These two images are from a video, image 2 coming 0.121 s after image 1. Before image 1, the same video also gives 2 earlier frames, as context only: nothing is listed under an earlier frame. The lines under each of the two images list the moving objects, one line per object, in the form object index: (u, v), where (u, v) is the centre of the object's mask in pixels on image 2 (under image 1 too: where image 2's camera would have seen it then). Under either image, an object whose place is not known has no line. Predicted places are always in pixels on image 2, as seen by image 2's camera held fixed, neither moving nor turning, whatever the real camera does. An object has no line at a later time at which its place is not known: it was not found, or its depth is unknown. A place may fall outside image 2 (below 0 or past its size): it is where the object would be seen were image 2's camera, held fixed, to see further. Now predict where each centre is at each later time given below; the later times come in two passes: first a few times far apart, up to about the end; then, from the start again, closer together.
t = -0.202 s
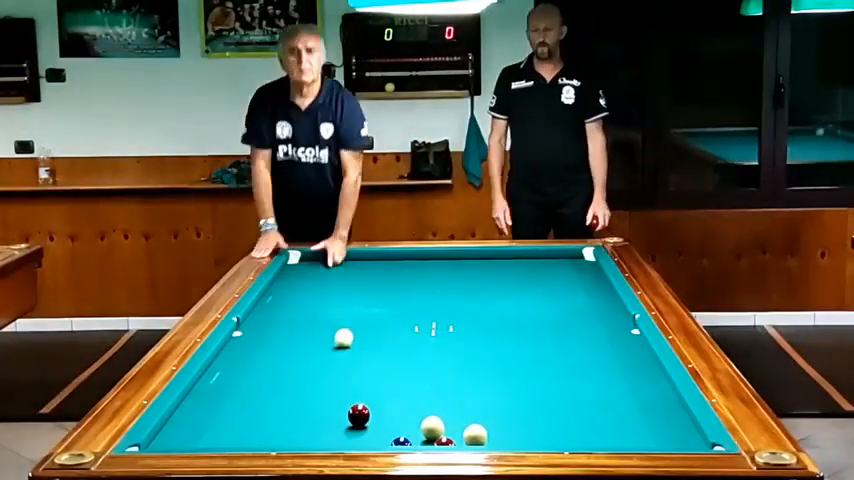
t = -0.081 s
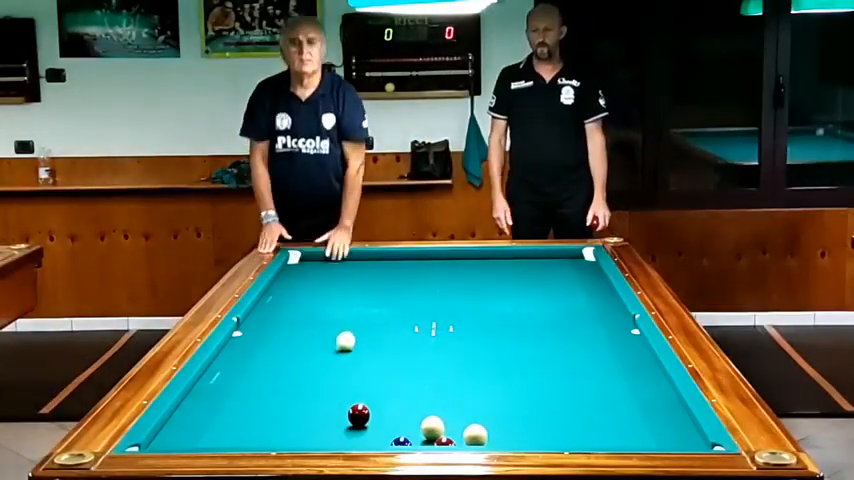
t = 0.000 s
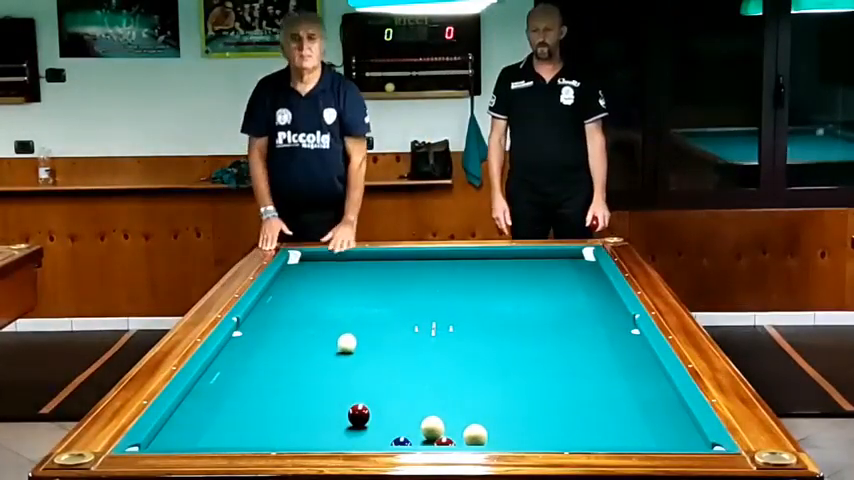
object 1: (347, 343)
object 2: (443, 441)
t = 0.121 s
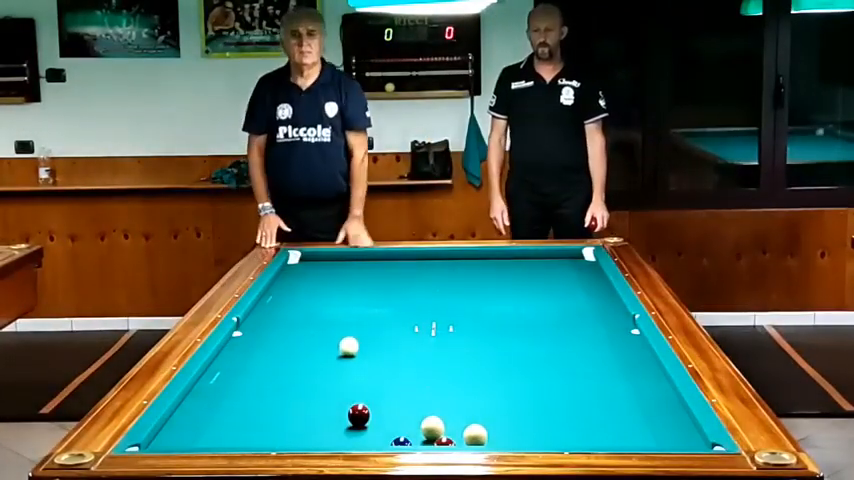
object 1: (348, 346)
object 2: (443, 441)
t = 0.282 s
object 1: (351, 350)
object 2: (443, 441)
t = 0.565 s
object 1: (355, 357)
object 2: (443, 441)
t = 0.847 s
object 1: (360, 365)
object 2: (443, 441)
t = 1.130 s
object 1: (365, 373)
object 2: (443, 441)
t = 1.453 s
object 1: (371, 382)
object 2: (443, 442)
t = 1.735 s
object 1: (376, 389)
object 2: (443, 442)
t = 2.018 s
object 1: (381, 397)
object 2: (443, 442)
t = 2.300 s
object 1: (386, 405)
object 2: (443, 442)
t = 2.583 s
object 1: (391, 413)
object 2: (443, 442)
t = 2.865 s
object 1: (396, 421)
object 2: (443, 442)
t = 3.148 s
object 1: (402, 428)
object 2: (443, 442)
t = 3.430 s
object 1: (407, 432)
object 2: (443, 442)
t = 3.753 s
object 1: (417, 438)
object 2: (443, 442)
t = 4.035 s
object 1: (424, 439)
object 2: (445, 442)
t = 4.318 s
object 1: (425, 440)
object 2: (452, 443)
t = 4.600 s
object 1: (425, 440)
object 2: (455, 444)
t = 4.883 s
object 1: (425, 440)
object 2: (458, 443)
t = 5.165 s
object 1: (425, 440)
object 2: (460, 443)
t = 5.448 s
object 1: (425, 440)
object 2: (461, 442)
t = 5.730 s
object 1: (425, 440)
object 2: (462, 442)
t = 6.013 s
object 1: (425, 440)
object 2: (462, 442)
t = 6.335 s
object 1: (425, 440)
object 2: (462, 442)
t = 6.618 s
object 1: (425, 440)
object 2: (461, 442)
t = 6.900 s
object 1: (425, 440)
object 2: (461, 442)
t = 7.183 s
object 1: (425, 440)
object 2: (461, 442)
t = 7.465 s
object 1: (425, 440)
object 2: (462, 442)
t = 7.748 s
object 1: (426, 440)
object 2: (462, 442)
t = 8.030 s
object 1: (426, 440)
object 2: (462, 442)
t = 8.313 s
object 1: (425, 440)
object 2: (462, 442)
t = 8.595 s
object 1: (425, 440)
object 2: (461, 442)
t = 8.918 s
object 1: (425, 440)
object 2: (461, 442)
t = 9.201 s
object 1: (425, 440)
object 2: (462, 442)
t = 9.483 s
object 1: (425, 441)
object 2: (461, 442)
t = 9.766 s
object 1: (425, 440)
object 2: (461, 442)
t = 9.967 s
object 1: (425, 441)
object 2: (462, 442)
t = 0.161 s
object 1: (349, 347)
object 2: (443, 441)
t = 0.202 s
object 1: (350, 348)
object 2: (443, 441)
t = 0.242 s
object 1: (350, 349)
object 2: (443, 441)
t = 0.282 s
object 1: (351, 350)
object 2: (443, 441)
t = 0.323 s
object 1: (352, 351)
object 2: (443, 441)
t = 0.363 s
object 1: (352, 352)
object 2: (443, 441)
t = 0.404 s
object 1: (353, 353)
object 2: (443, 441)
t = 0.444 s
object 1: (353, 354)
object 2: (443, 441)
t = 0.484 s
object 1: (354, 355)
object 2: (443, 441)
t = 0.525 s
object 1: (355, 356)
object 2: (443, 441)
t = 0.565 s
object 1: (355, 357)
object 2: (443, 441)
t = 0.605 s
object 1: (356, 358)
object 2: (443, 441)
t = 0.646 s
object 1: (357, 360)
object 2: (443, 441)
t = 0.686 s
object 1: (357, 361)
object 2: (443, 442)
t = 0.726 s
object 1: (358, 362)
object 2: (443, 441)
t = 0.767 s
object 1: (359, 363)
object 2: (443, 441)
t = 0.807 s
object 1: (359, 364)
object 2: (443, 441)
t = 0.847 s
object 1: (360, 365)
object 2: (443, 441)
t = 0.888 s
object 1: (361, 366)
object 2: (443, 441)
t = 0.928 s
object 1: (362, 367)
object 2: (443, 442)
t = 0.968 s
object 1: (363, 368)
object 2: (443, 441)
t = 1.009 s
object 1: (363, 370)
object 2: (443, 442)
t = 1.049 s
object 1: (364, 371)
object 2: (443, 441)
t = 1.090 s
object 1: (365, 372)
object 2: (443, 441)
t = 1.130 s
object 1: (365, 373)
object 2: (443, 441)
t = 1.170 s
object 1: (366, 374)
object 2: (443, 441)
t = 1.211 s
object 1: (367, 375)
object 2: (443, 442)
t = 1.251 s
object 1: (367, 376)
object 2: (443, 442)
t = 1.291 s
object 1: (368, 377)
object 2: (443, 442)
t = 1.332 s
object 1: (369, 379)
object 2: (443, 442)
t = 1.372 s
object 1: (370, 379)
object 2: (443, 442)
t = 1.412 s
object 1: (370, 381)
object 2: (443, 442)
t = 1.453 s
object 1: (371, 382)
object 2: (443, 442)
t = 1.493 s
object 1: (372, 383)
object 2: (443, 442)
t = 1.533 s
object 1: (372, 384)
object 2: (443, 442)
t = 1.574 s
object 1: (373, 385)
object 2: (443, 442)
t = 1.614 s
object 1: (374, 386)
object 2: (443, 442)
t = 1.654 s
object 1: (374, 387)
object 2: (443, 442)
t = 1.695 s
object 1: (375, 388)
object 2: (443, 442)
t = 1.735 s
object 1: (376, 389)
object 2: (443, 442)
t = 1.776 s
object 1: (377, 391)
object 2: (443, 442)
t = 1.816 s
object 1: (377, 392)
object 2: (443, 442)
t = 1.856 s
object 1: (378, 393)
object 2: (443, 442)
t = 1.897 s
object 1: (379, 394)
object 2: (443, 441)
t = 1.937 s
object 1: (379, 395)
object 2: (443, 441)
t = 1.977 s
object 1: (380, 396)
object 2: (443, 441)
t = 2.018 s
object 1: (381, 397)
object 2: (443, 442)
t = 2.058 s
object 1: (382, 399)
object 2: (443, 442)
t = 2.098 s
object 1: (382, 400)
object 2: (443, 442)
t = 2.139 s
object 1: (383, 401)
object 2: (443, 442)
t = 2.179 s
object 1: (384, 402)
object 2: (443, 442)
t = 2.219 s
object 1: (384, 403)
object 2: (443, 442)
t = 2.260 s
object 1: (385, 404)
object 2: (443, 442)
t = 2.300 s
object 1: (386, 405)
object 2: (443, 442)
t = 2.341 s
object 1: (386, 406)
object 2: (443, 442)
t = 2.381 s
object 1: (387, 408)
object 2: (443, 442)
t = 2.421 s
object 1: (388, 409)
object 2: (443, 442)
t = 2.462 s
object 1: (389, 410)
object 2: (443, 442)
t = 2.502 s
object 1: (389, 411)
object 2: (443, 442)
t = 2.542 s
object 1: (390, 412)
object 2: (443, 442)
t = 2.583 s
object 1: (391, 413)
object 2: (443, 442)
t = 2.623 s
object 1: (392, 414)
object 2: (443, 442)
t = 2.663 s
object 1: (392, 416)
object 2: (443, 442)
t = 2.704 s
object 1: (393, 417)
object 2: (443, 442)
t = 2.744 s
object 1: (394, 418)
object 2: (443, 442)
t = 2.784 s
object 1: (395, 419)
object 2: (443, 442)
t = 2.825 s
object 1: (396, 420)
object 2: (443, 442)
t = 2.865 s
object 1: (396, 421)
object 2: (443, 442)
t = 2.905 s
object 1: (397, 422)
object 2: (443, 442)
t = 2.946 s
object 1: (398, 423)
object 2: (443, 442)
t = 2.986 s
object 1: (398, 424)
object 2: (443, 442)
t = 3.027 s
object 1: (399, 425)
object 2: (443, 442)
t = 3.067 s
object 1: (400, 426)
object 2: (443, 442)
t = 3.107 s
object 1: (401, 427)
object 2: (443, 442)
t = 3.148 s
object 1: (402, 428)
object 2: (443, 442)
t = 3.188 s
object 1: (402, 428)
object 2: (443, 442)
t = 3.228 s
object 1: (403, 429)
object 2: (443, 442)
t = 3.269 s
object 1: (404, 429)
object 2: (443, 442)
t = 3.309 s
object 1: (405, 430)
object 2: (443, 442)
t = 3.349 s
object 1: (406, 431)
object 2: (443, 441)
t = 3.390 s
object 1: (406, 431)
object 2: (443, 441)
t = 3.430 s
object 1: (407, 432)
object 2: (443, 442)
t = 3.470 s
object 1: (409, 433)
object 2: (443, 441)
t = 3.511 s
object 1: (410, 434)
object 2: (443, 441)
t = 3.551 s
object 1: (411, 435)
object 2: (443, 441)
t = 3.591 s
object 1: (412, 436)
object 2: (443, 442)
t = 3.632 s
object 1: (413, 436)
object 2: (443, 442)
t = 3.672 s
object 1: (415, 437)
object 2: (443, 442)
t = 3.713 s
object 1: (415, 437)
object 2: (443, 442)
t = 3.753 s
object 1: (417, 438)
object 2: (443, 442)
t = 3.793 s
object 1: (419, 438)
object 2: (443, 442)
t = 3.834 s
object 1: (420, 438)
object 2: (443, 442)
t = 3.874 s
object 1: (421, 439)
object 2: (443, 441)
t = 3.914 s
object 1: (422, 439)
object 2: (443, 441)
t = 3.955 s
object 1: (423, 439)
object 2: (444, 442)
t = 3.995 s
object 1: (424, 439)
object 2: (444, 442)
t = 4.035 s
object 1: (424, 439)
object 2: (445, 442)
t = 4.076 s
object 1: (424, 440)
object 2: (446, 442)
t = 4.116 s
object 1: (424, 440)
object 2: (446, 442)
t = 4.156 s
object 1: (425, 440)
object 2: (447, 442)
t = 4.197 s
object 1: (424, 440)
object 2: (447, 442)
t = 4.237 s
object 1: (425, 440)
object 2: (450, 443)
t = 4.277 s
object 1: (425, 440)
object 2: (451, 443)
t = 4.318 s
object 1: (425, 440)
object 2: (452, 443)
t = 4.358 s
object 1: (425, 440)
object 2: (452, 443)
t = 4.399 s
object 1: (425, 440)
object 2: (453, 444)
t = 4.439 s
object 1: (425, 440)
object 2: (454, 443)
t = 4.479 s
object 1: (425, 440)
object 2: (454, 444)
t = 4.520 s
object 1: (425, 440)
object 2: (455, 443)
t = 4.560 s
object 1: (425, 440)
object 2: (455, 443)
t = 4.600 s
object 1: (425, 440)
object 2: (455, 444)
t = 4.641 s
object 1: (425, 440)
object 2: (456, 443)
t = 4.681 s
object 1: (425, 440)
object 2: (457, 443)
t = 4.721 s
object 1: (425, 440)
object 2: (457, 443)
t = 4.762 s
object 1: (425, 440)
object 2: (458, 443)
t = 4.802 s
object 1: (425, 440)
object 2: (458, 443)
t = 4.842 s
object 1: (425, 440)
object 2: (458, 443)
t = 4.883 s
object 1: (425, 440)
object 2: (458, 443)
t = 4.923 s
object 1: (425, 440)
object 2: (459, 443)
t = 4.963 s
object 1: (425, 441)
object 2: (459, 443)
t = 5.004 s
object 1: (425, 441)
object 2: (459, 443)
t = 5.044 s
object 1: (425, 440)
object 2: (460, 443)
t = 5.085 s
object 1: (425, 440)
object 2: (460, 443)
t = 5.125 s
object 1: (425, 440)
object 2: (460, 442)
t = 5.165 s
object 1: (425, 440)
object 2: (460, 443)
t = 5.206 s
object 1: (425, 440)
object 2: (461, 442)
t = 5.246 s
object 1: (425, 440)
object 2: (461, 442)
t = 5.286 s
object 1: (425, 440)
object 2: (461, 442)
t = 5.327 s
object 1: (425, 440)
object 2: (461, 442)
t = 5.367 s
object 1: (425, 440)
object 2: (461, 442)
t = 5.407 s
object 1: (425, 440)
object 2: (461, 442)
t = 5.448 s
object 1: (425, 440)
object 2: (461, 442)
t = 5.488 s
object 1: (425, 440)
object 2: (461, 442)
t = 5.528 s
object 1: (425, 440)
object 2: (461, 442)
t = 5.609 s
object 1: (425, 440)
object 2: (461, 442)
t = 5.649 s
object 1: (425, 440)
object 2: (462, 442)
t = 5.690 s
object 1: (425, 440)
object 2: (462, 442)
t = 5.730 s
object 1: (425, 440)
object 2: (462, 442)
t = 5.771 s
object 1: (425, 440)
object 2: (461, 442)
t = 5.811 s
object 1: (425, 440)
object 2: (461, 442)
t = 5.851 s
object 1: (425, 440)
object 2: (462, 442)
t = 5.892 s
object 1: (425, 440)
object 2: (462, 442)
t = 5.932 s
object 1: (425, 440)
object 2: (462, 442)
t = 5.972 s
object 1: (425, 440)
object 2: (462, 442)
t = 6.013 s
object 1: (425, 440)
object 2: (462, 442)
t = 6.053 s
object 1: (425, 440)
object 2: (462, 442)
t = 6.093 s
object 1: (425, 440)
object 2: (462, 442)
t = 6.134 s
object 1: (425, 440)
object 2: (462, 442)
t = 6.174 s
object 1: (425, 440)
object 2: (462, 442)
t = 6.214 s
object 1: (425, 440)
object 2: (462, 442)
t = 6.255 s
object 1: (425, 440)
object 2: (462, 442)
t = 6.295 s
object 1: (425, 440)
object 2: (462, 442)
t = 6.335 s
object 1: (425, 440)
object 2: (462, 442)
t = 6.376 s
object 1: (425, 440)
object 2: (461, 442)
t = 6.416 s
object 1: (425, 440)
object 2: (461, 442)
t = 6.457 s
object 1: (425, 440)
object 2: (461, 442)
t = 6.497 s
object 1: (425, 440)
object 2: (462, 442)
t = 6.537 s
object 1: (425, 440)
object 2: (461, 442)
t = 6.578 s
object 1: (425, 440)
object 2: (461, 442)
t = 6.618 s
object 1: (425, 440)
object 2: (461, 442)
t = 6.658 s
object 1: (425, 440)
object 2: (461, 442)
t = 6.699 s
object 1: (425, 440)
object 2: (461, 442)
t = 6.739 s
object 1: (425, 440)
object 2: (461, 442)
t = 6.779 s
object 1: (425, 440)
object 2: (461, 442)
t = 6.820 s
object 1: (425, 440)
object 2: (461, 442)
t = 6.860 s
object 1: (425, 440)
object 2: (461, 442)
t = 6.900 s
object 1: (425, 440)
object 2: (461, 442)
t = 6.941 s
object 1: (425, 440)
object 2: (461, 442)
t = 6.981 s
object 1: (425, 440)
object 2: (461, 442)
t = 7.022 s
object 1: (425, 440)
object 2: (461, 442)
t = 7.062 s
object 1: (425, 440)
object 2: (461, 442)
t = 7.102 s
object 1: (425, 440)
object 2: (461, 442)
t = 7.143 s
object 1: (425, 440)
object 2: (462, 442)
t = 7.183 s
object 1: (425, 440)
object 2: (461, 442)
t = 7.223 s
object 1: (425, 440)
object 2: (462, 442)
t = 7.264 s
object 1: (425, 440)
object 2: (461, 442)
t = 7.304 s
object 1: (425, 440)
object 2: (461, 442)
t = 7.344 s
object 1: (425, 440)
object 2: (461, 442)
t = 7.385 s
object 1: (425, 440)
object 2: (461, 442)
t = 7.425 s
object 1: (425, 440)
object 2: (462, 442)
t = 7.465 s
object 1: (425, 440)
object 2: (462, 442)
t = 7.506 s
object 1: (425, 440)
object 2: (462, 442)
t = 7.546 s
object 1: (425, 440)
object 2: (462, 442)
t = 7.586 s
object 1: (425, 440)
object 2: (462, 442)
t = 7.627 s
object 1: (425, 440)
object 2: (462, 442)
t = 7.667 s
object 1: (425, 440)
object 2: (462, 442)
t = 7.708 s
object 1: (425, 440)
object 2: (462, 442)
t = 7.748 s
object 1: (426, 440)
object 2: (462, 442)
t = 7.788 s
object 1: (426, 440)
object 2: (462, 442)
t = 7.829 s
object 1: (425, 440)
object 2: (462, 442)
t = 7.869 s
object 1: (426, 440)
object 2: (462, 442)
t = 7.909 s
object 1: (425, 440)
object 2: (462, 442)
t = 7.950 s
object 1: (425, 440)
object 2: (462, 442)
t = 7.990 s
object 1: (425, 440)
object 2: (462, 442)
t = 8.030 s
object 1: (426, 440)
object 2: (462, 442)
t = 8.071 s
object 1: (425, 440)
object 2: (462, 442)
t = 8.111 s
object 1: (425, 440)
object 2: (462, 442)
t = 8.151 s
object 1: (425, 440)
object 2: (462, 442)
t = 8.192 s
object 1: (425, 440)
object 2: (462, 442)
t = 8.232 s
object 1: (425, 440)
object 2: (462, 442)
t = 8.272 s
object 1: (425, 440)
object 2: (462, 442)
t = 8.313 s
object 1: (425, 440)
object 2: (462, 442)
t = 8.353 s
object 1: (425, 440)
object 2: (462, 442)
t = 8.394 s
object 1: (425, 440)
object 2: (461, 442)
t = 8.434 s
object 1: (425, 440)
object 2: (462, 442)
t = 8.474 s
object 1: (425, 440)
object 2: (461, 442)
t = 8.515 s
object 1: (425, 440)
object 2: (461, 442)
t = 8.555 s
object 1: (425, 440)
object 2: (461, 442)
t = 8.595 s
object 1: (425, 440)
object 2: (461, 442)
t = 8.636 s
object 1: (425, 440)
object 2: (461, 442)
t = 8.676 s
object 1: (425, 440)
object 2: (461, 442)
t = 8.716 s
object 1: (425, 440)
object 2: (461, 442)
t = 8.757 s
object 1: (425, 440)
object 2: (461, 442)
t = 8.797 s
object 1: (425, 440)
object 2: (461, 442)
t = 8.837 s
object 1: (425, 440)
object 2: (461, 442)
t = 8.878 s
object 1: (425, 440)
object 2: (461, 442)
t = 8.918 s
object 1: (425, 440)
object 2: (461, 442)
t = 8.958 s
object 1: (425, 440)
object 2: (461, 442)
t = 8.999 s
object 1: (425, 440)
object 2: (461, 442)
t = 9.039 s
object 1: (425, 440)
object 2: (462, 442)
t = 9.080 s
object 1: (425, 440)
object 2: (461, 442)
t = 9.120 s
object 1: (425, 440)
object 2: (462, 442)
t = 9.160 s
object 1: (425, 440)
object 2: (461, 442)
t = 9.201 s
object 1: (425, 440)
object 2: (462, 442)
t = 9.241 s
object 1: (425, 440)
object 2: (461, 442)
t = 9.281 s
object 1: (425, 440)
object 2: (462, 442)
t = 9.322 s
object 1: (425, 440)
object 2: (462, 442)
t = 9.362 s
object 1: (425, 440)
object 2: (462, 442)
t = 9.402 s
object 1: (425, 440)
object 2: (461, 442)
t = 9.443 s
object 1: (425, 441)
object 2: (461, 442)
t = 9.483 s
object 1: (425, 441)
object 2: (461, 442)
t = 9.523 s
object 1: (425, 441)
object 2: (461, 442)
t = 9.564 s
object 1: (425, 440)
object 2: (461, 442)
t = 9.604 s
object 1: (425, 440)
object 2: (461, 442)
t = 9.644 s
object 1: (425, 440)
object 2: (461, 442)
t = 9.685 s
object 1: (425, 440)
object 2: (461, 442)
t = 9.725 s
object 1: (425, 440)
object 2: (461, 442)
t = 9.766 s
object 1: (425, 440)
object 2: (461, 442)
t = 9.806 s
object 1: (425, 441)
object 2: (461, 442)
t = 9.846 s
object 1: (425, 441)
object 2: (461, 442)
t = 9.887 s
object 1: (425, 441)
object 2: (461, 442)
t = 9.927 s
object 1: (425, 441)
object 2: (461, 442)
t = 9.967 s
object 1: (425, 441)
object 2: (462, 442)
